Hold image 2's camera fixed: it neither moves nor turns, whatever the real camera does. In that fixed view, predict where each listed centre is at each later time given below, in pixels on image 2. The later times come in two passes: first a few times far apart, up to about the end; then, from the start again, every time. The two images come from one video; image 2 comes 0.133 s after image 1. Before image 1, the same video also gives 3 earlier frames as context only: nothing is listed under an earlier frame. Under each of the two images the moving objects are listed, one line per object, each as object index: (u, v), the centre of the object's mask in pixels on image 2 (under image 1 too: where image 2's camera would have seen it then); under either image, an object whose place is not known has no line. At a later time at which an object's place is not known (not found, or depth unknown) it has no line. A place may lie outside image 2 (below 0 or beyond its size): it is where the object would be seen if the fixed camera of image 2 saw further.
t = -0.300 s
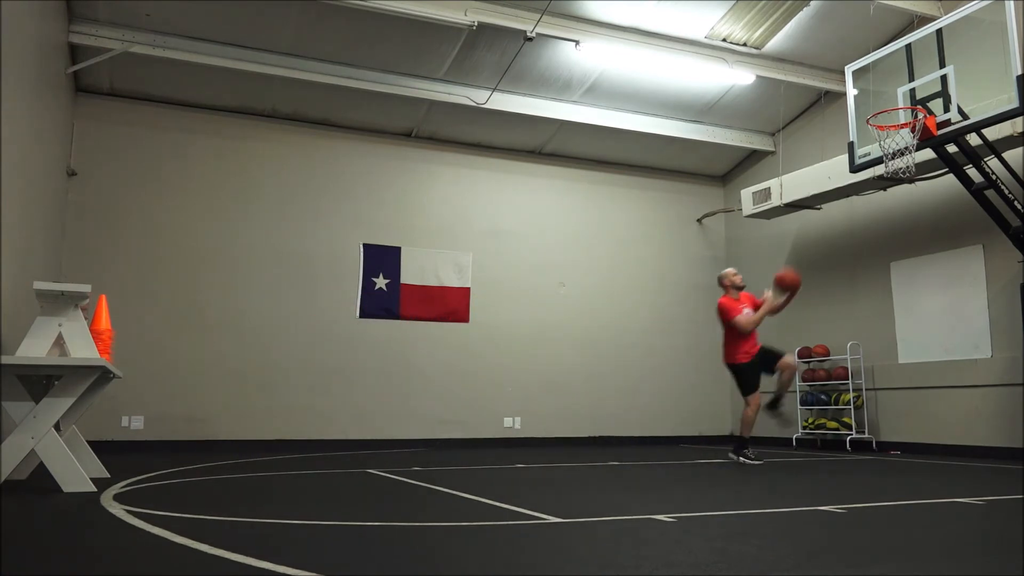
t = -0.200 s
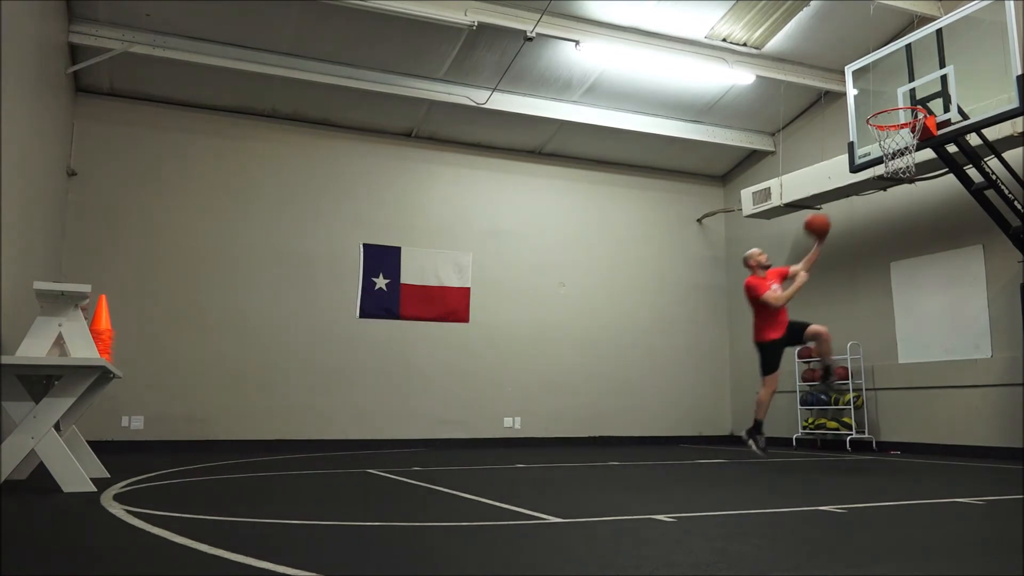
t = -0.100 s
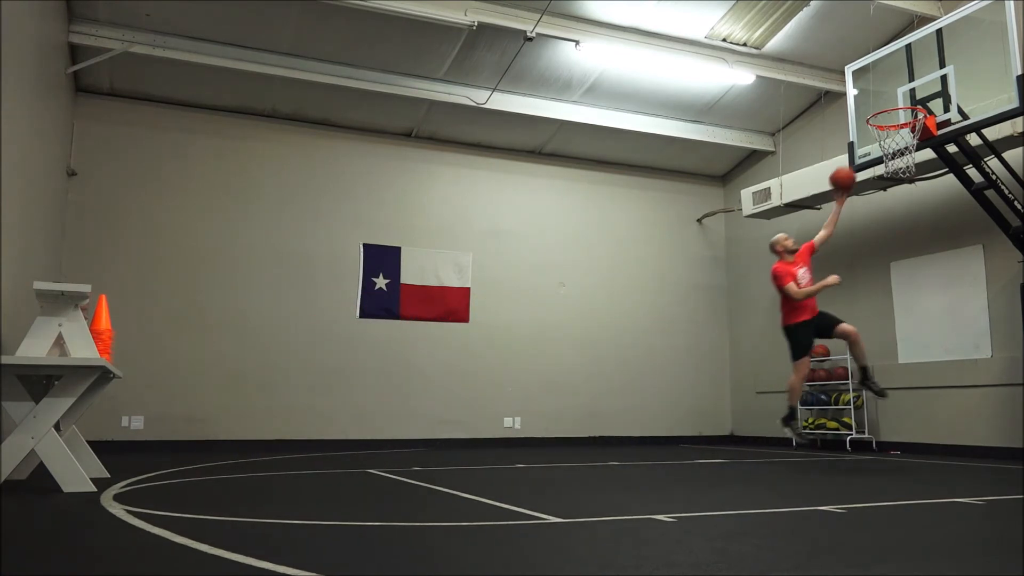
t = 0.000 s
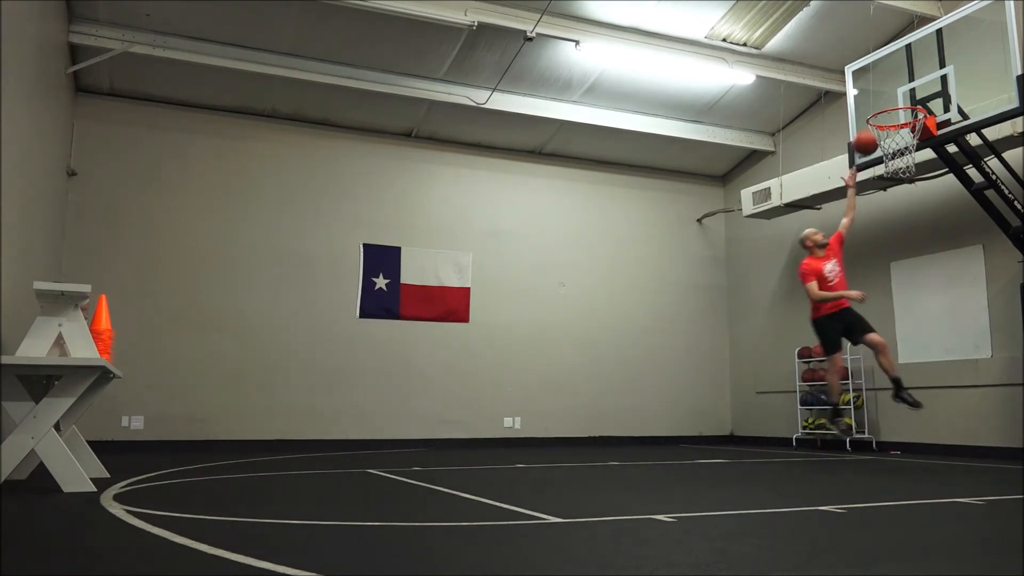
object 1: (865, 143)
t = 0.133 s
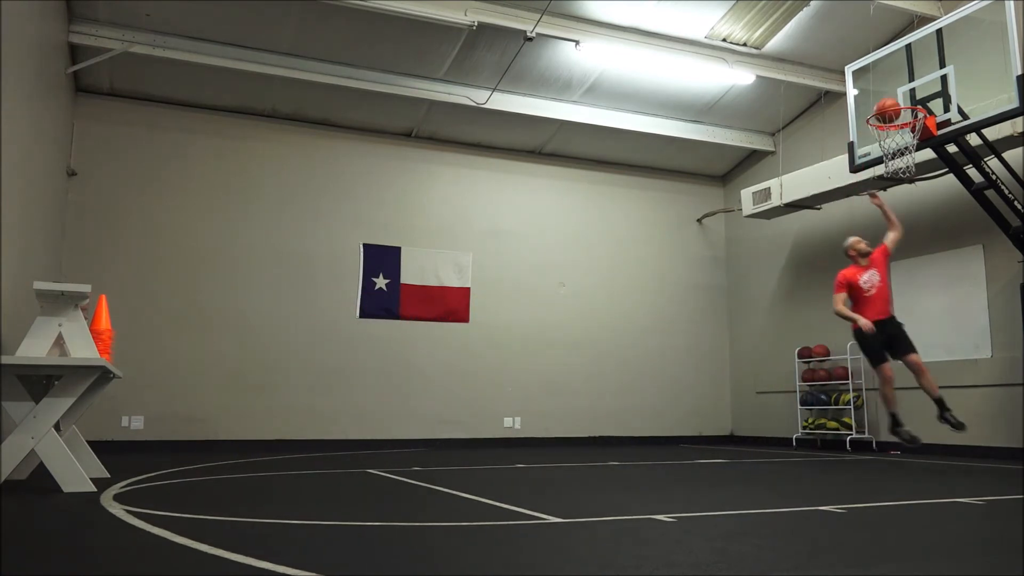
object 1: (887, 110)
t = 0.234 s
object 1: (886, 98)
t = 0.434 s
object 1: (885, 104)
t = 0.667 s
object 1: (906, 129)
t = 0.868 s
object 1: (899, 176)
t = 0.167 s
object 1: (887, 105)
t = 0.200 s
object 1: (886, 100)
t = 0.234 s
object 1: (886, 98)
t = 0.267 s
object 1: (885, 96)
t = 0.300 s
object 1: (885, 96)
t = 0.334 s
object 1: (885, 96)
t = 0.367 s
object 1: (885, 97)
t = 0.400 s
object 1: (884, 99)
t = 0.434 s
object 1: (885, 104)
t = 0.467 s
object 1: (888, 106)
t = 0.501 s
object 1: (892, 108)
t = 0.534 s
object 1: (898, 112)
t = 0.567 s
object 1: (903, 117)
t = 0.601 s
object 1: (907, 122)
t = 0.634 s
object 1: (907, 124)
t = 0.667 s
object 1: (906, 129)
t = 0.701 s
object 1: (904, 134)
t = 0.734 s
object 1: (903, 142)
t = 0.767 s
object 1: (902, 149)
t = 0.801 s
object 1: (901, 157)
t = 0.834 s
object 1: (899, 166)
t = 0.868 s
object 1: (899, 176)
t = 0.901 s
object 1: (897, 186)
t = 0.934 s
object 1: (896, 199)
